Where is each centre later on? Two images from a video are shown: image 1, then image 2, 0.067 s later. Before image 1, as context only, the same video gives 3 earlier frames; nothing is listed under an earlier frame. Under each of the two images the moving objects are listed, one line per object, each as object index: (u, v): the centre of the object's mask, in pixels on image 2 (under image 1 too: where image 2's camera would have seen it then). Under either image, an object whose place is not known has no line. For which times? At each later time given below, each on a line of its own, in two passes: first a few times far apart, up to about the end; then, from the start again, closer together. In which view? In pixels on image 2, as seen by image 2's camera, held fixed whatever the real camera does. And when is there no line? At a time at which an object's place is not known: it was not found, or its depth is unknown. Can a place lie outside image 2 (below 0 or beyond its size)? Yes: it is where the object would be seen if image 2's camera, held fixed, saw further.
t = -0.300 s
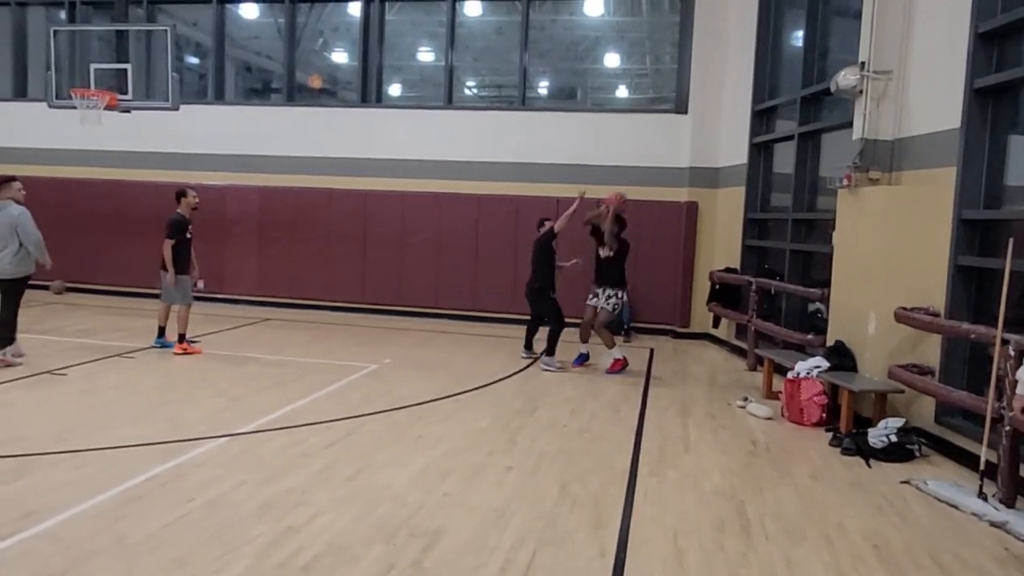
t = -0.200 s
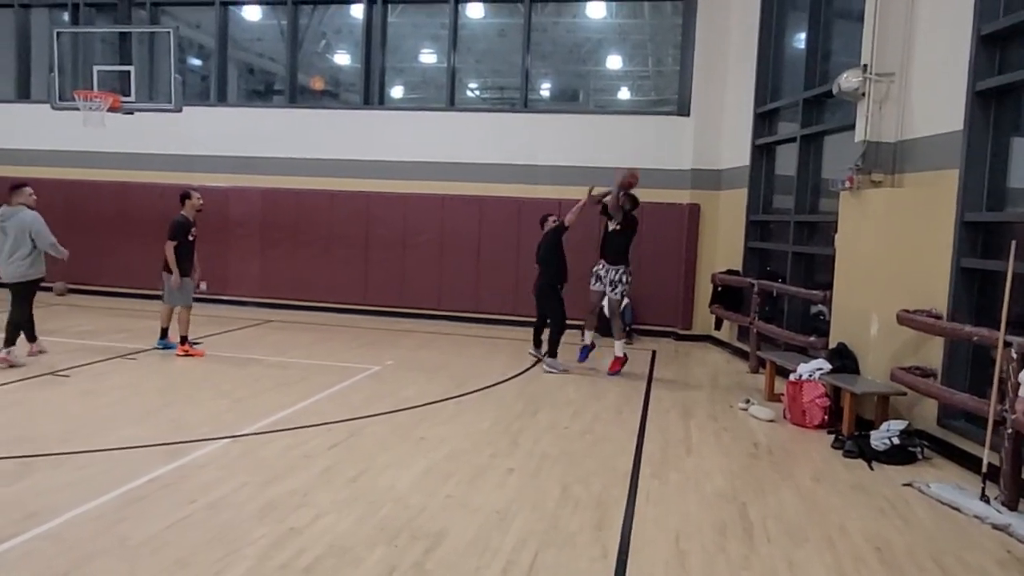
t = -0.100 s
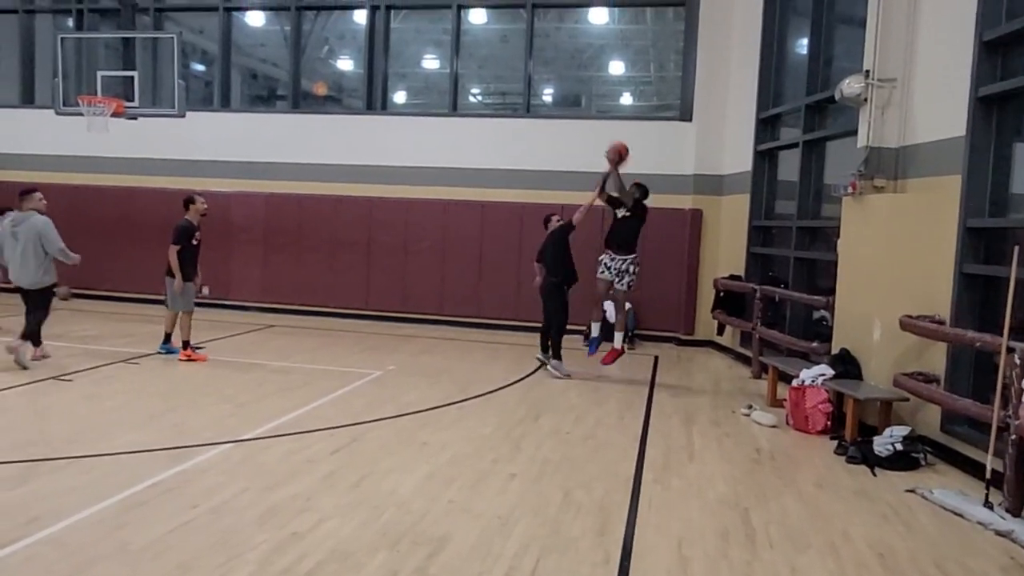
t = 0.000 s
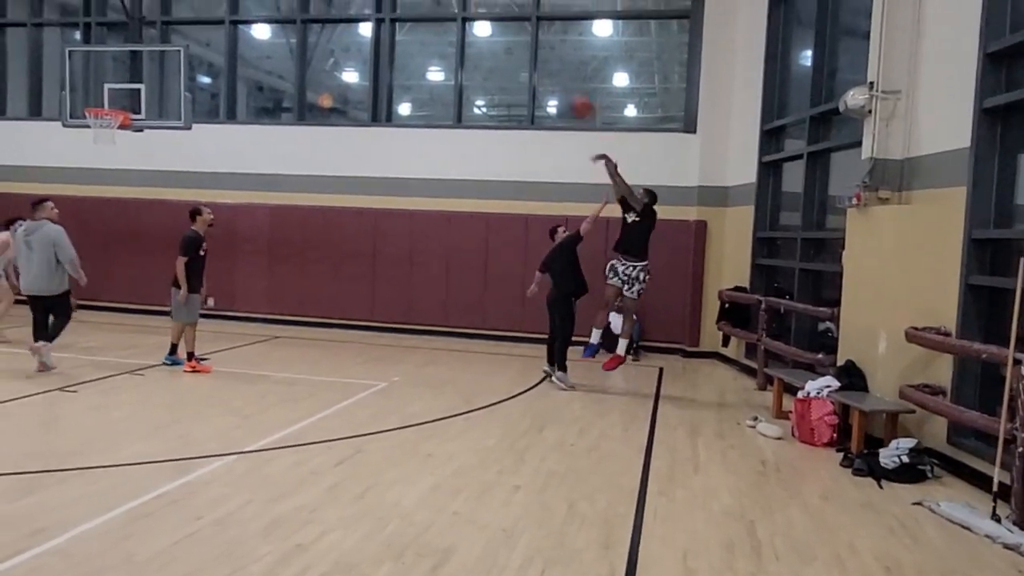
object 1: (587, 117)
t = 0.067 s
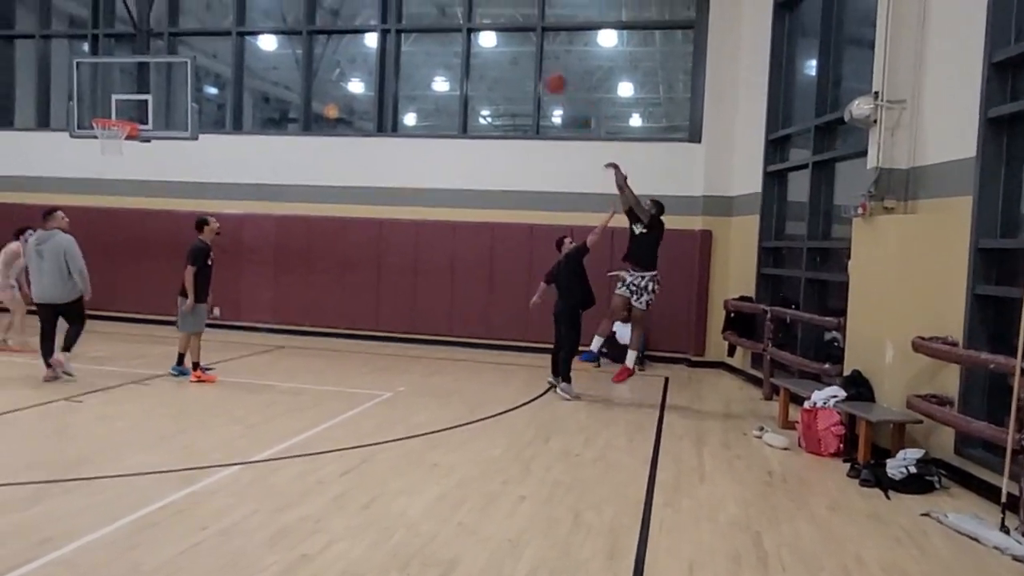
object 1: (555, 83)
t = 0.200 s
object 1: (492, 26)
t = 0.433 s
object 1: (387, -29)
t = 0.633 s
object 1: (303, -37)
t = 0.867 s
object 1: (212, -7)
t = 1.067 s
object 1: (139, 49)
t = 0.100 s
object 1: (539, 68)
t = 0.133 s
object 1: (522, 52)
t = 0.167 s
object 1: (507, 39)
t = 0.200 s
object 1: (492, 26)
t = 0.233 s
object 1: (475, 16)
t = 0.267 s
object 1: (461, 6)
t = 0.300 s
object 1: (446, -3)
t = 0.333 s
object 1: (431, -11)
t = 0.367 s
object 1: (415, -16)
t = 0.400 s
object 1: (402, -23)
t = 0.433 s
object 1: (387, -29)
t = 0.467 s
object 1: (373, -33)
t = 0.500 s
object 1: (359, -35)
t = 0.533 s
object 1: (345, -37)
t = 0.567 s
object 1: (331, -38)
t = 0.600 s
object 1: (317, -38)
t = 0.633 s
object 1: (303, -37)
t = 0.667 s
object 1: (290, -34)
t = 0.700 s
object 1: (277, -32)
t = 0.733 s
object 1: (264, -28)
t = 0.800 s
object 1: (238, -19)
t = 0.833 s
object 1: (225, -13)
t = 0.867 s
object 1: (212, -7)
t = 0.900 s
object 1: (201, 1)
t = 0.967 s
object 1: (175, 18)
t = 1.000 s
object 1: (163, 29)
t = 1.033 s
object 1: (151, 39)
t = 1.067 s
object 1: (139, 49)
